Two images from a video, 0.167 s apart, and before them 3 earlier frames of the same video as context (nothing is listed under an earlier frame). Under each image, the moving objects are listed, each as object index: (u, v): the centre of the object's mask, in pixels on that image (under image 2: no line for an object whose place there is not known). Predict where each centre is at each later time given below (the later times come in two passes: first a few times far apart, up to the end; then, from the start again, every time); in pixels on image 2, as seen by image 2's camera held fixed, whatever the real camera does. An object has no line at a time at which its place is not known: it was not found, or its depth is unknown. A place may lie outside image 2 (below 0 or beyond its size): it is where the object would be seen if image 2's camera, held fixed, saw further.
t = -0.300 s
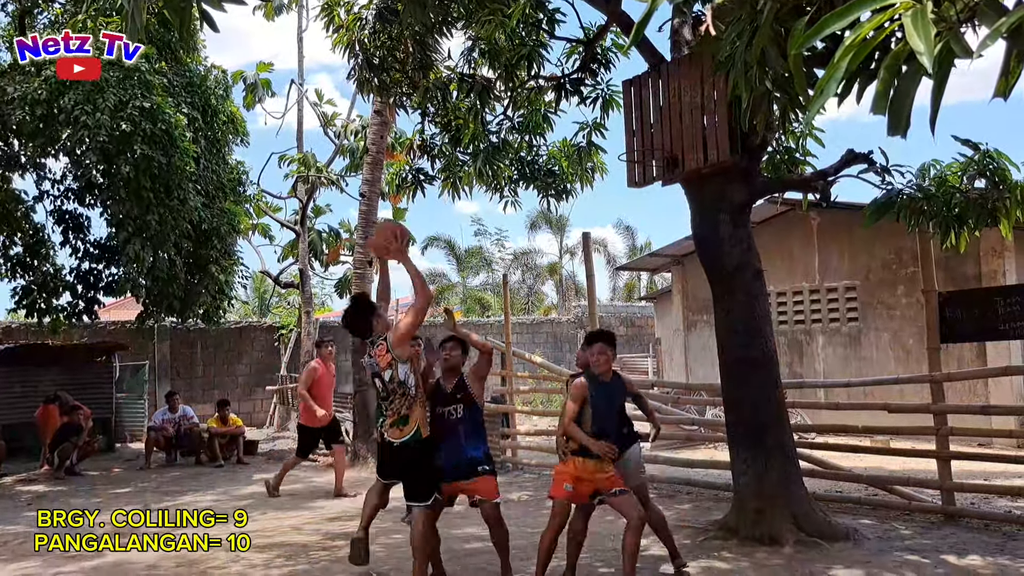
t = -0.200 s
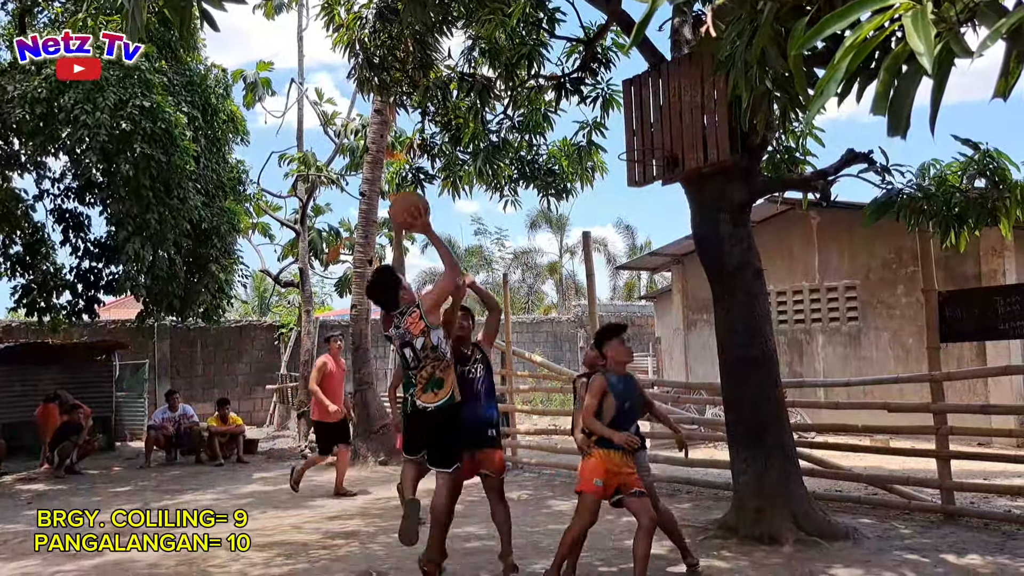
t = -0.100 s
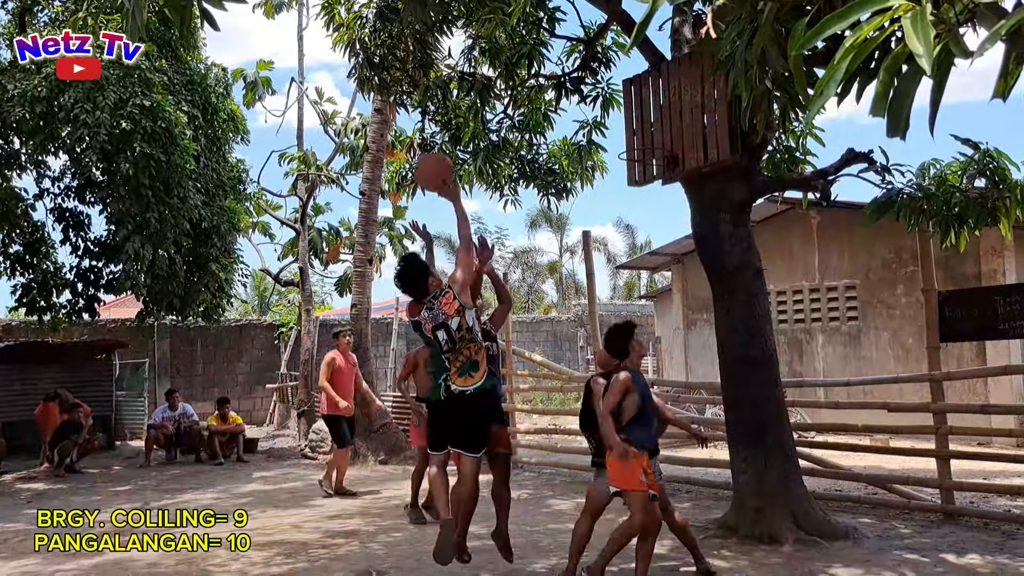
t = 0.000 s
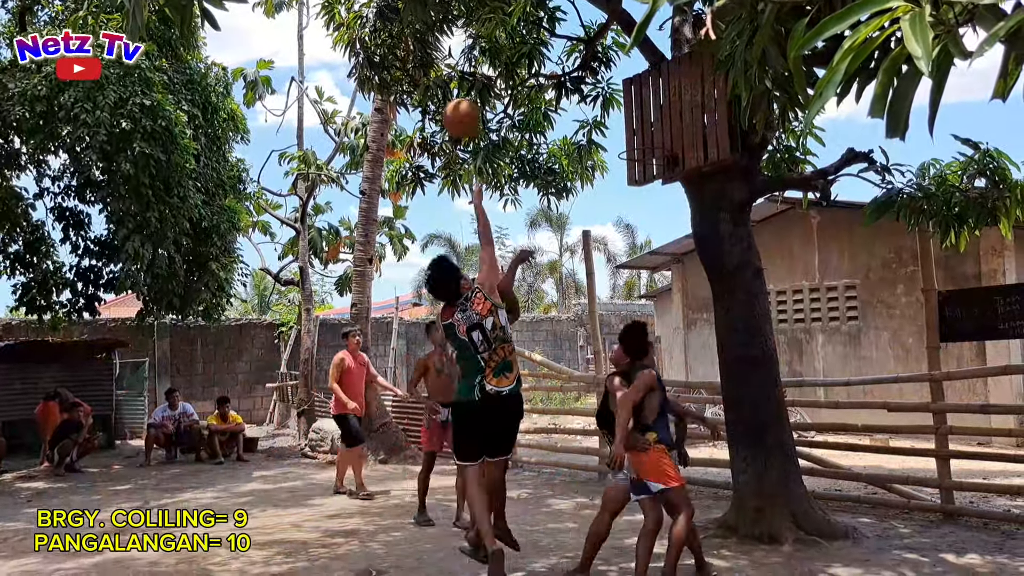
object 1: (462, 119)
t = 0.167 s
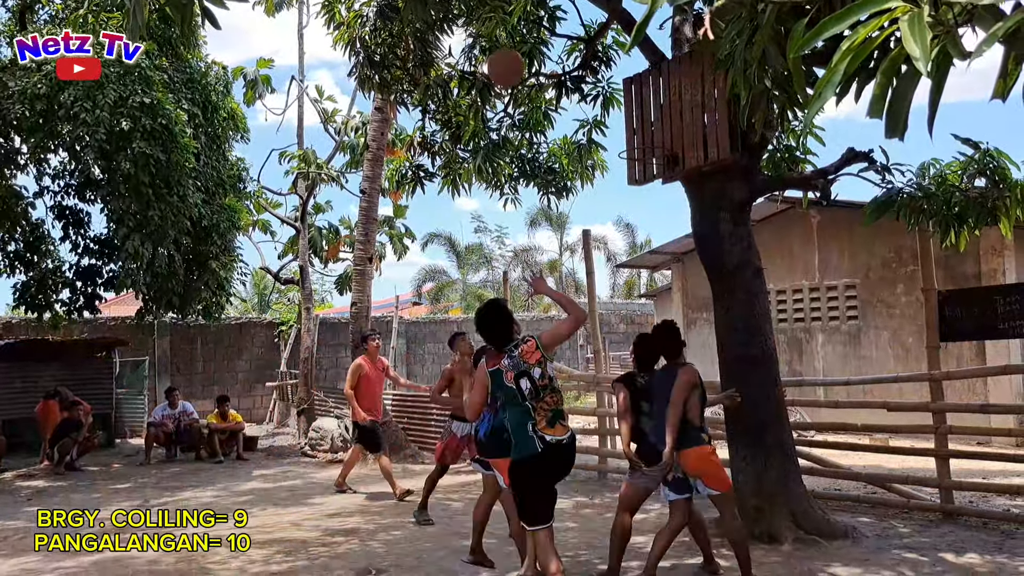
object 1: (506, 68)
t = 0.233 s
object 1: (521, 61)
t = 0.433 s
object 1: (572, 76)
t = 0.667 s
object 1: (626, 163)
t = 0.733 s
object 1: (640, 200)
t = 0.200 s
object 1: (515, 63)
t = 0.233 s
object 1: (521, 61)
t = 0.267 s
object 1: (531, 59)
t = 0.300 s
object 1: (539, 59)
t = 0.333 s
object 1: (547, 61)
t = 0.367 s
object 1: (555, 65)
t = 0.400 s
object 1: (564, 70)
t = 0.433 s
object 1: (572, 76)
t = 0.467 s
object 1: (580, 85)
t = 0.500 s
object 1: (589, 94)
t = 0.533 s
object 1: (596, 105)
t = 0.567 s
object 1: (603, 117)
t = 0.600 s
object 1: (609, 132)
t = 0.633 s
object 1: (618, 147)
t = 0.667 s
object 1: (626, 163)
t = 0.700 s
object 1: (633, 181)
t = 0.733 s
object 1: (640, 200)
